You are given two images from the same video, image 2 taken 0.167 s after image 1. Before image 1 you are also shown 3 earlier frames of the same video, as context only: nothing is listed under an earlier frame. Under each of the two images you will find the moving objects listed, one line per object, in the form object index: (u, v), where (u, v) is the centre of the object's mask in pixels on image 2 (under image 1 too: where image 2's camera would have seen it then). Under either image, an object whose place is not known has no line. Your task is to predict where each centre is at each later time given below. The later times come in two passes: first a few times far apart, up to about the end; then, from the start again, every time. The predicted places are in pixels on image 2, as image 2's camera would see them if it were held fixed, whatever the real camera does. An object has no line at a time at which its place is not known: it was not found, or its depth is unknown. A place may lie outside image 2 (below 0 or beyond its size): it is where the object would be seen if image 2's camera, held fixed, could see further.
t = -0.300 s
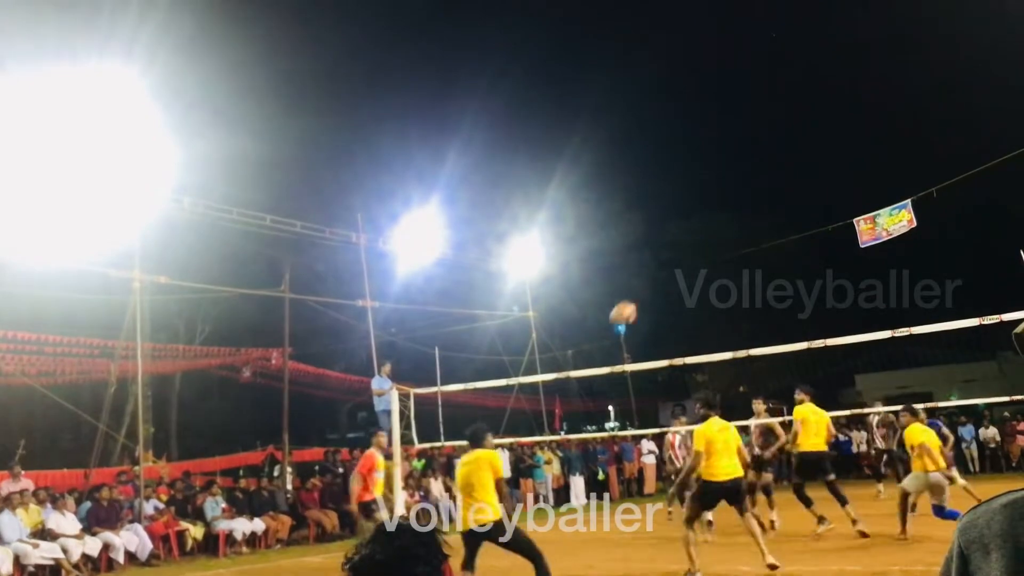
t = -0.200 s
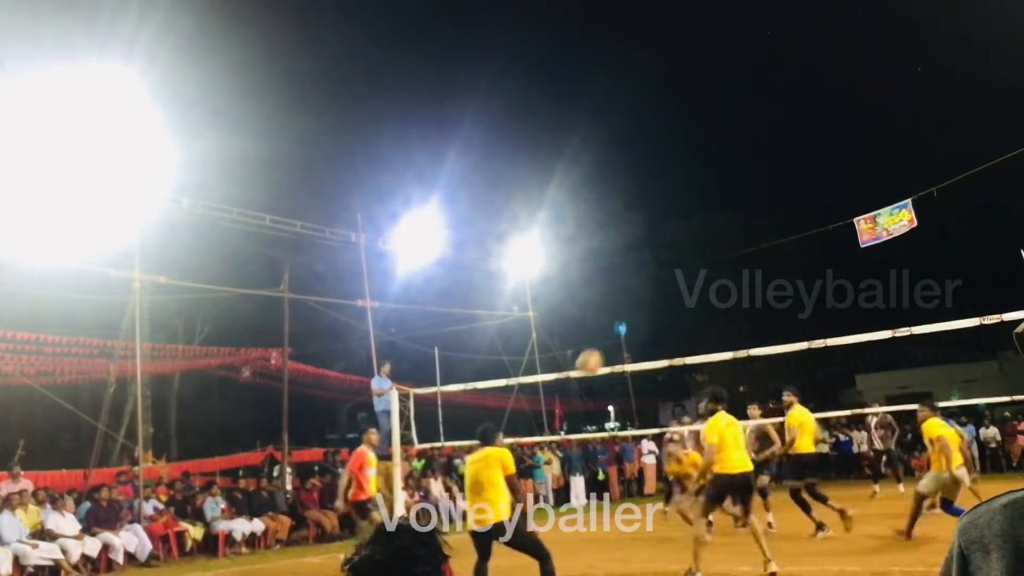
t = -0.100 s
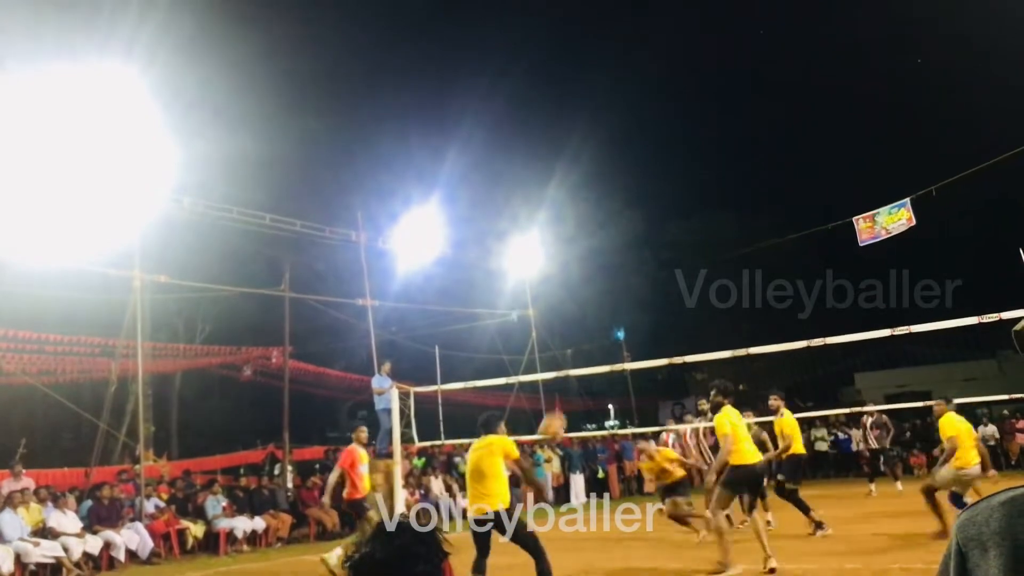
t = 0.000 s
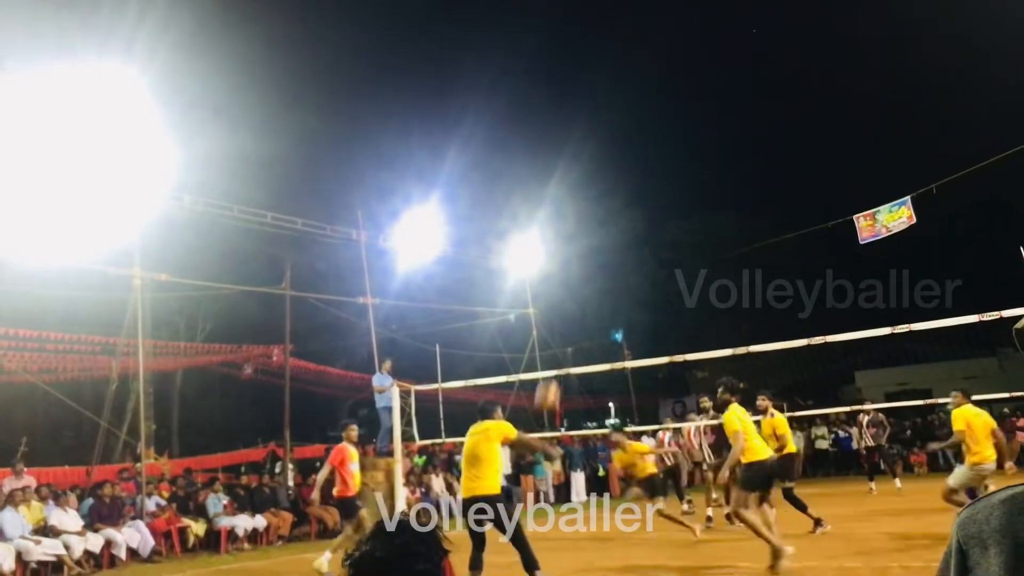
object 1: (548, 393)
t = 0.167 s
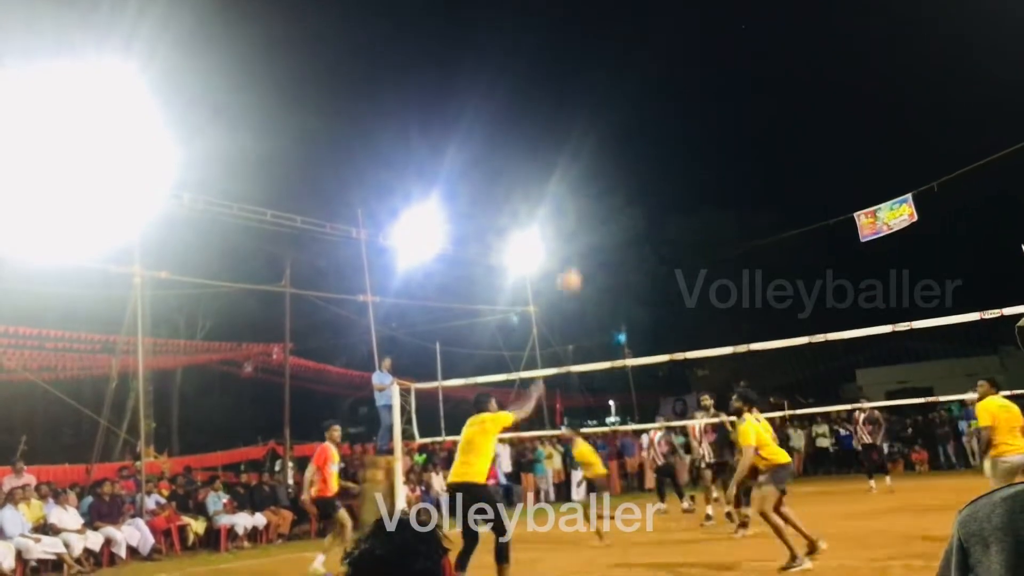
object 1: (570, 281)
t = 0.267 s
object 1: (583, 234)
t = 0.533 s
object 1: (617, 173)
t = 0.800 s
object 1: (649, 179)
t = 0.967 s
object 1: (670, 208)
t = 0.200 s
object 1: (574, 262)
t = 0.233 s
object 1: (579, 247)
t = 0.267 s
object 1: (583, 234)
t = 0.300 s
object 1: (586, 222)
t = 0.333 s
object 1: (591, 211)
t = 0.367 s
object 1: (595, 202)
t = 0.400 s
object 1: (600, 193)
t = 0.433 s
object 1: (604, 187)
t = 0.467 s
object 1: (608, 181)
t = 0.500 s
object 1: (612, 177)
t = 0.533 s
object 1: (617, 173)
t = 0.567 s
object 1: (621, 171)
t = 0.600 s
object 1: (625, 169)
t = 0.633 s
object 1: (629, 169)
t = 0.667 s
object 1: (633, 169)
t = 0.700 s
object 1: (637, 170)
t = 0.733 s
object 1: (641, 172)
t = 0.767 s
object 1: (645, 175)
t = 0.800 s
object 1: (649, 179)
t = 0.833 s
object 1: (653, 183)
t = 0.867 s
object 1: (657, 188)
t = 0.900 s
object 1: (661, 194)
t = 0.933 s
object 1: (665, 200)
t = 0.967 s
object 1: (670, 208)
